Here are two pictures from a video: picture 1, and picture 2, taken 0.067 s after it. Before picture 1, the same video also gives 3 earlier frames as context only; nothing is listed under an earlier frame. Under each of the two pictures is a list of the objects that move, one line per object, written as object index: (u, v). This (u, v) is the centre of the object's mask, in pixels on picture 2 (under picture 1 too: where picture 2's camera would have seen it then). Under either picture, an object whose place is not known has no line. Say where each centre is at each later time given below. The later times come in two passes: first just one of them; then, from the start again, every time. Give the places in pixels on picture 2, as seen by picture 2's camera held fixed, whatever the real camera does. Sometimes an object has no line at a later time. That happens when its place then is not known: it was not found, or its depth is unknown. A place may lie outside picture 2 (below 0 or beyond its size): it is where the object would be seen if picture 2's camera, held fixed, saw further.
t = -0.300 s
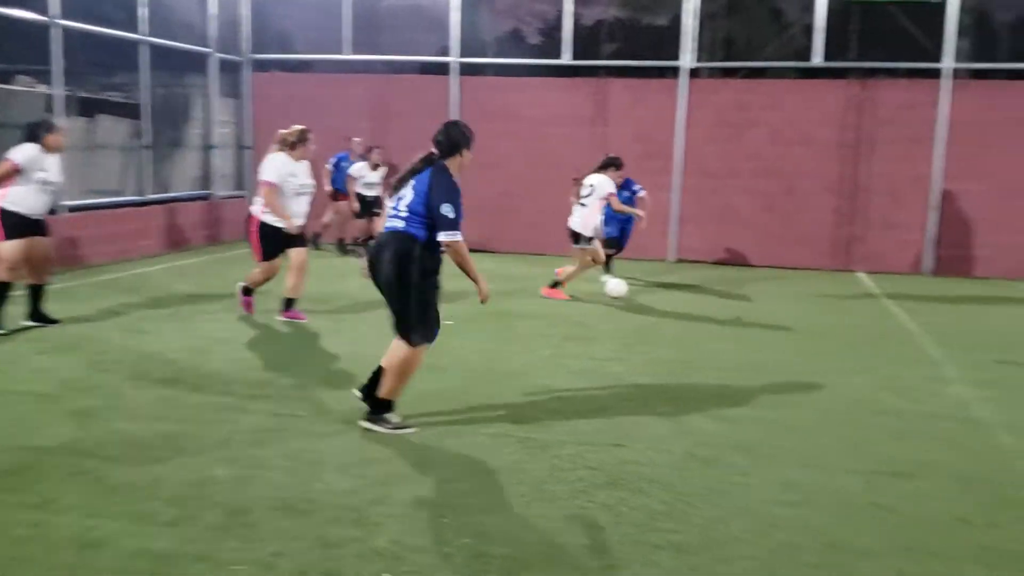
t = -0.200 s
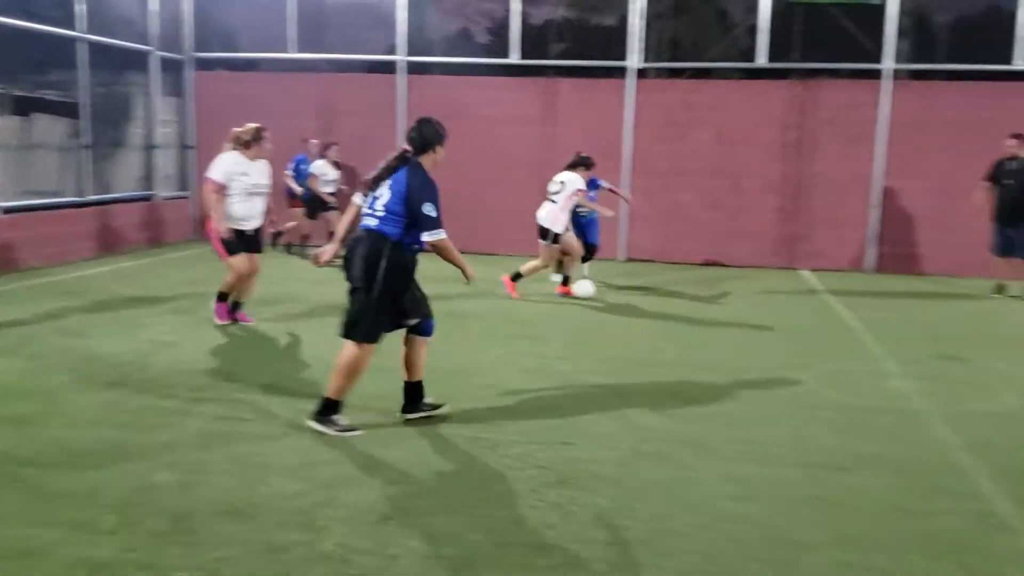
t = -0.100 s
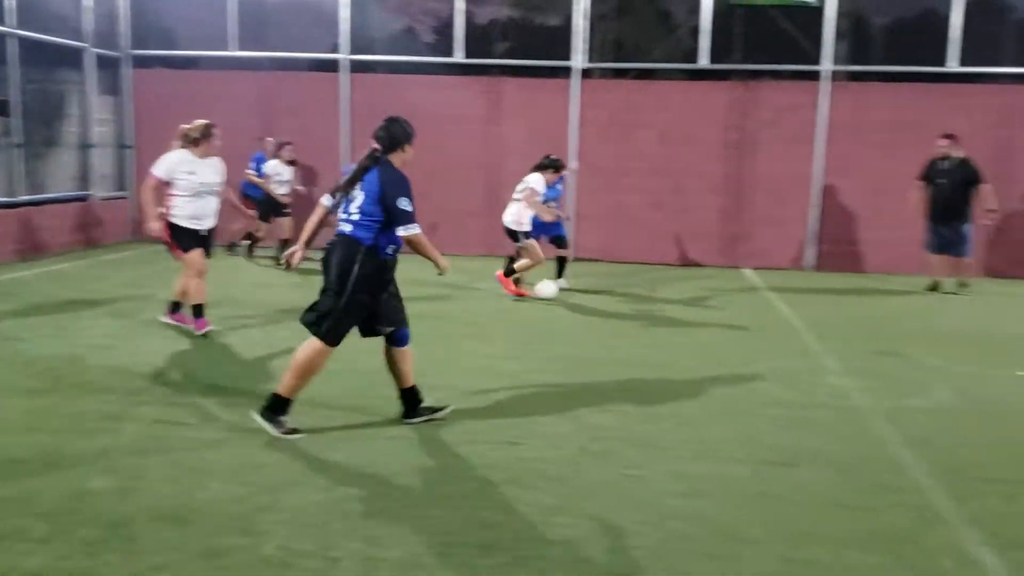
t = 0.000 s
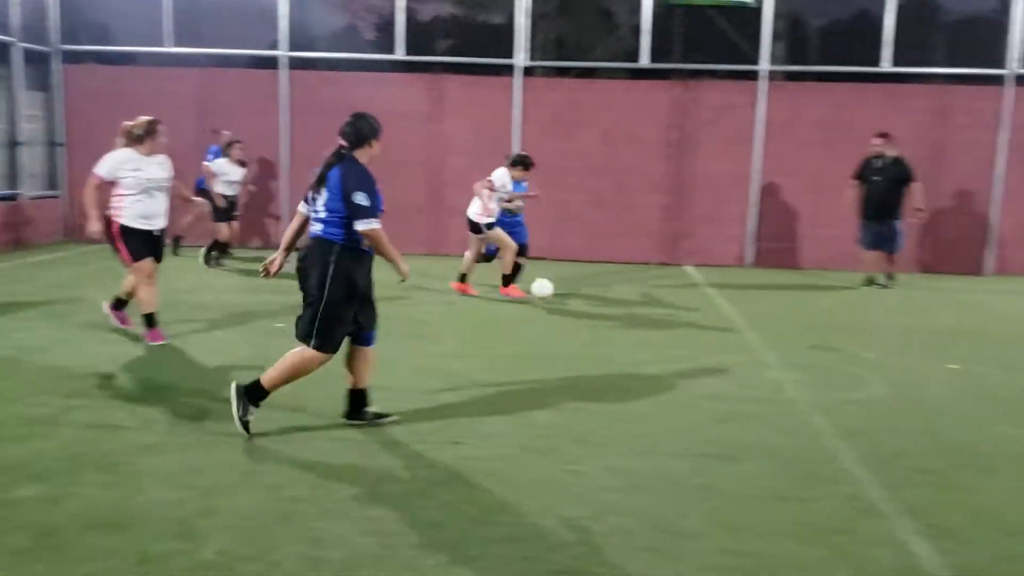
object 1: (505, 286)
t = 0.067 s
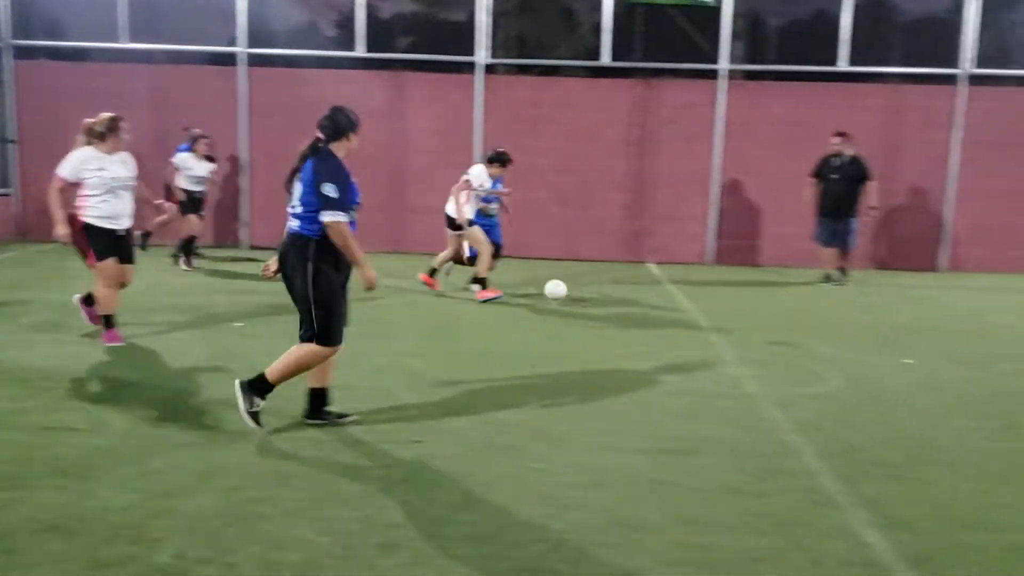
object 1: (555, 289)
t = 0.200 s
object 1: (655, 298)
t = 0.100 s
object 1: (582, 293)
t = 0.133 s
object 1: (607, 297)
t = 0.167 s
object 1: (631, 298)
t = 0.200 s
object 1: (655, 298)
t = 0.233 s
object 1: (680, 300)
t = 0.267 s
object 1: (704, 304)
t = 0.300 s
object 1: (727, 305)
